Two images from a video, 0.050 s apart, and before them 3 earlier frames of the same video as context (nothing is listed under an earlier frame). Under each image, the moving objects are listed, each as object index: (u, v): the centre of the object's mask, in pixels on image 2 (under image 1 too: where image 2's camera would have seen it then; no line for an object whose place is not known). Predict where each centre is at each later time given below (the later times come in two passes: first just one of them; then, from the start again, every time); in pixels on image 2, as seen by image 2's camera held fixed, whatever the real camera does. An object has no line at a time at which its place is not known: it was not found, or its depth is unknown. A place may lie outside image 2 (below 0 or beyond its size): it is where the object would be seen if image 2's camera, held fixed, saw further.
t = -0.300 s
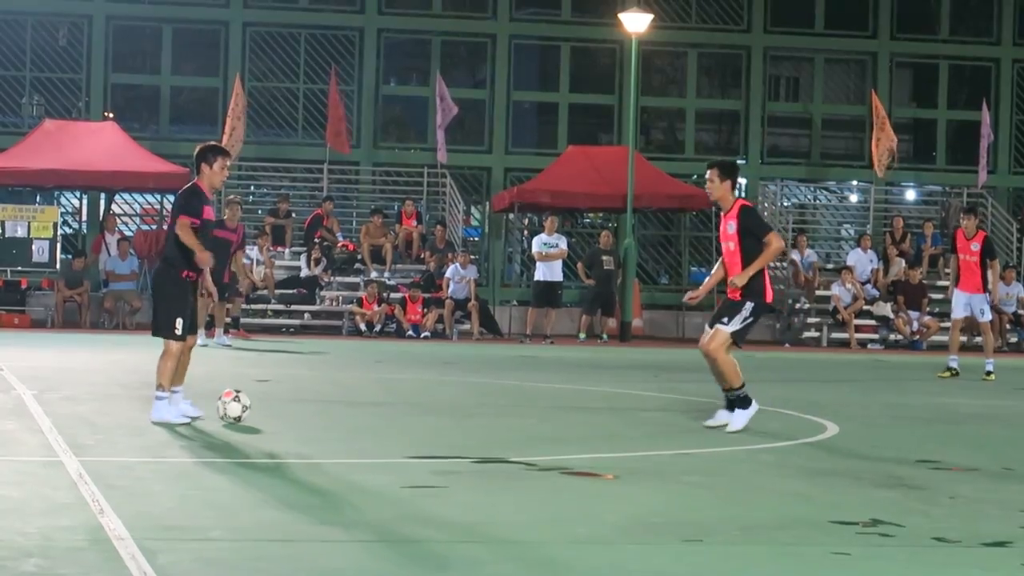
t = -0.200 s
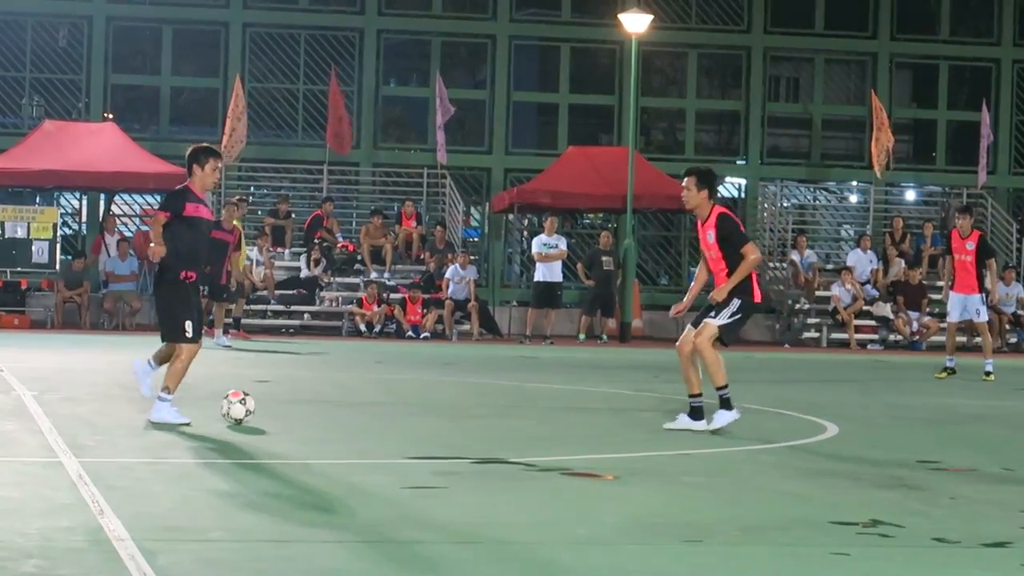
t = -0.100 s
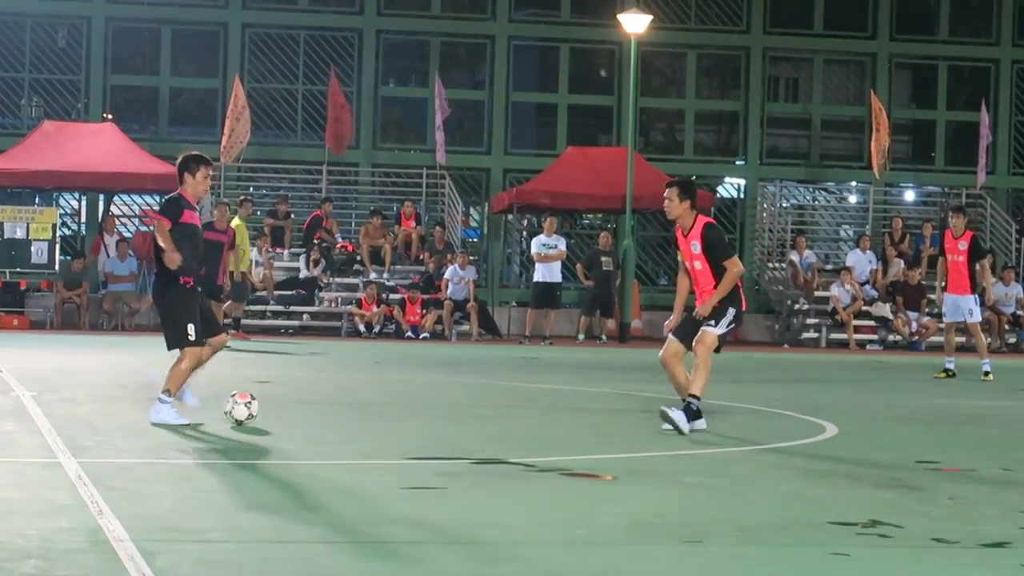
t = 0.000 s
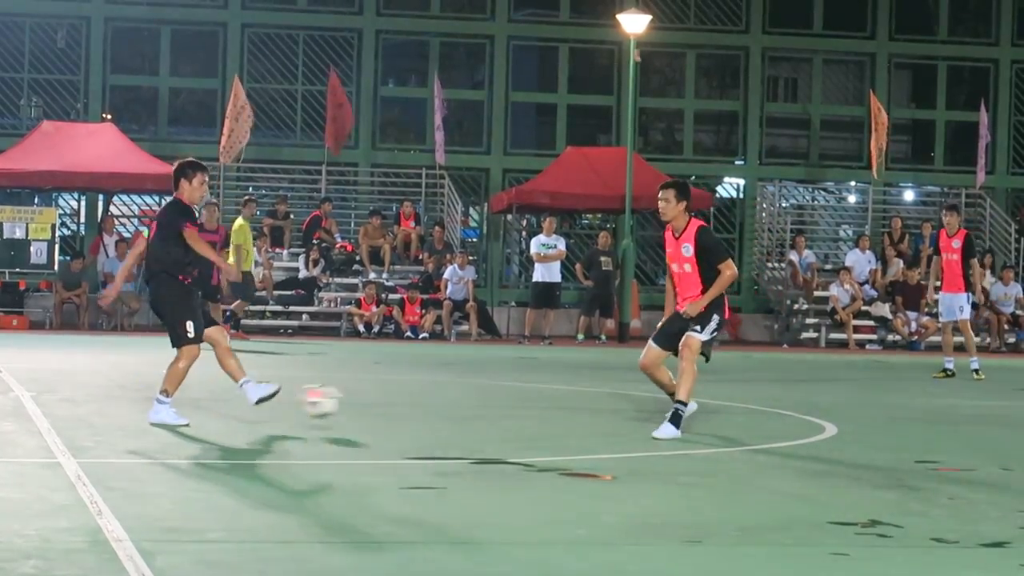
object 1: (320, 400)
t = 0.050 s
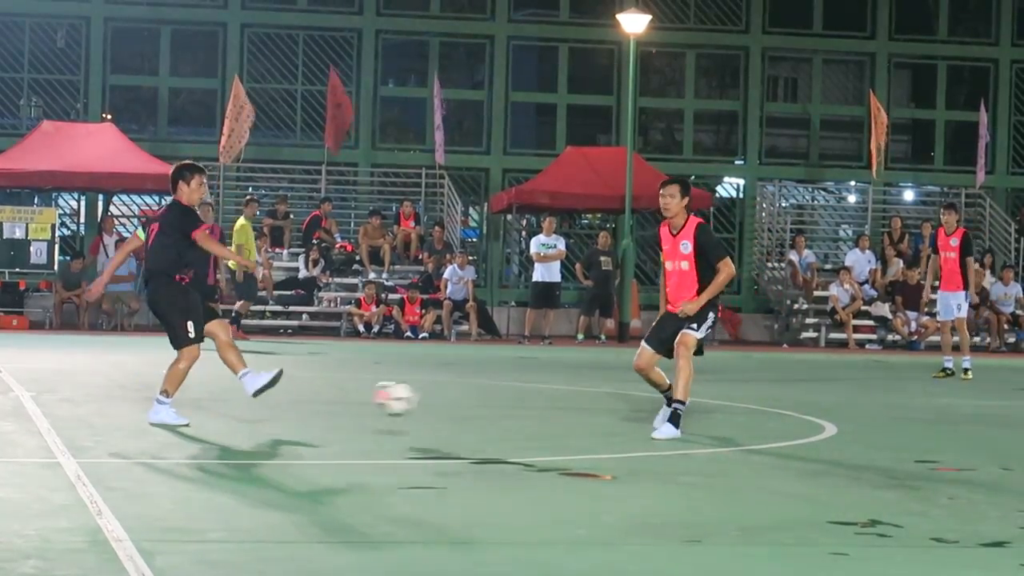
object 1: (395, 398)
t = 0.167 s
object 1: (582, 406)
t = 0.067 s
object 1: (420, 398)
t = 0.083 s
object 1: (447, 398)
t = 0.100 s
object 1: (473, 399)
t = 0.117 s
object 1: (500, 399)
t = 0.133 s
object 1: (527, 401)
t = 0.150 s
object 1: (555, 403)
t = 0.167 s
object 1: (582, 406)
